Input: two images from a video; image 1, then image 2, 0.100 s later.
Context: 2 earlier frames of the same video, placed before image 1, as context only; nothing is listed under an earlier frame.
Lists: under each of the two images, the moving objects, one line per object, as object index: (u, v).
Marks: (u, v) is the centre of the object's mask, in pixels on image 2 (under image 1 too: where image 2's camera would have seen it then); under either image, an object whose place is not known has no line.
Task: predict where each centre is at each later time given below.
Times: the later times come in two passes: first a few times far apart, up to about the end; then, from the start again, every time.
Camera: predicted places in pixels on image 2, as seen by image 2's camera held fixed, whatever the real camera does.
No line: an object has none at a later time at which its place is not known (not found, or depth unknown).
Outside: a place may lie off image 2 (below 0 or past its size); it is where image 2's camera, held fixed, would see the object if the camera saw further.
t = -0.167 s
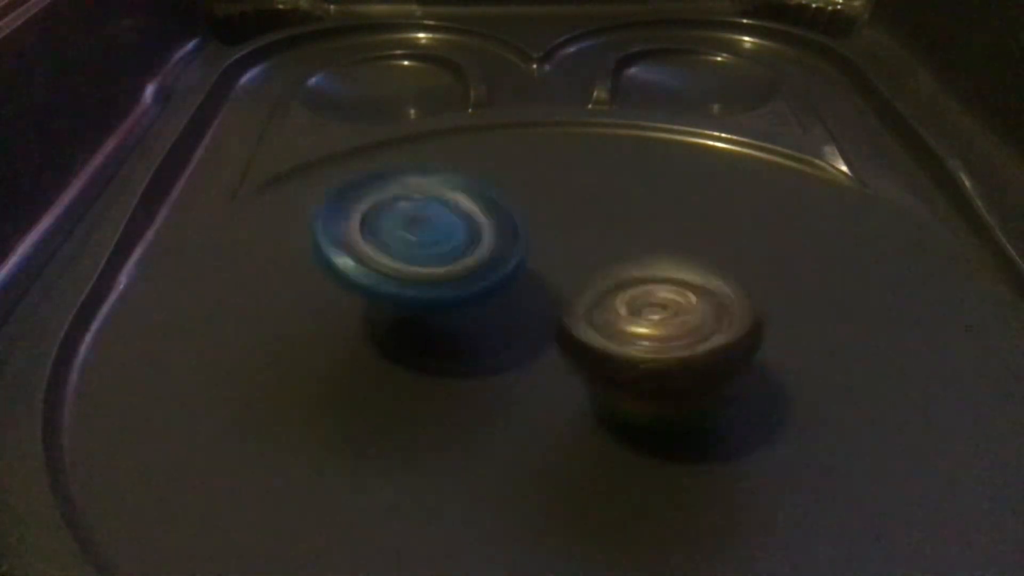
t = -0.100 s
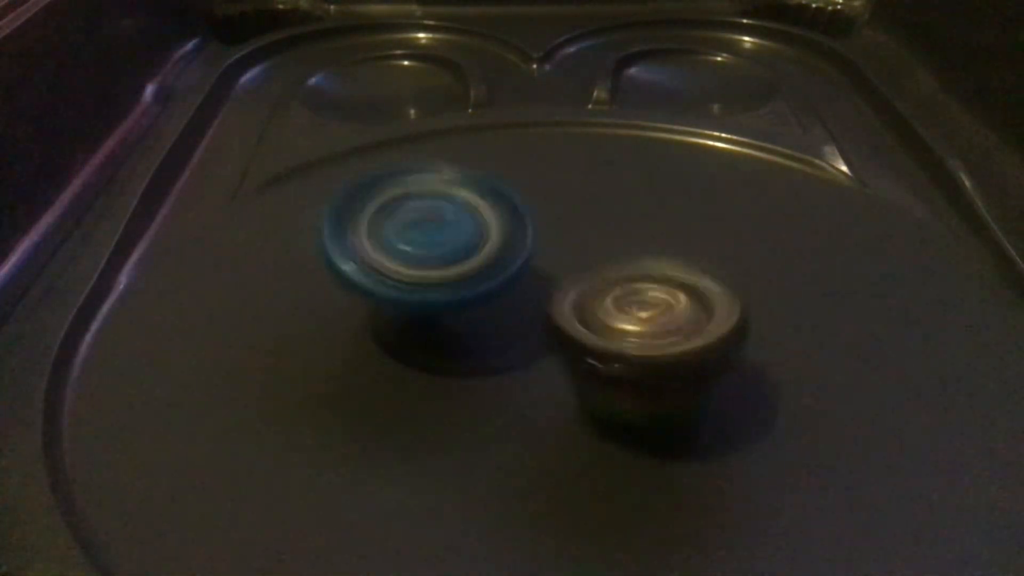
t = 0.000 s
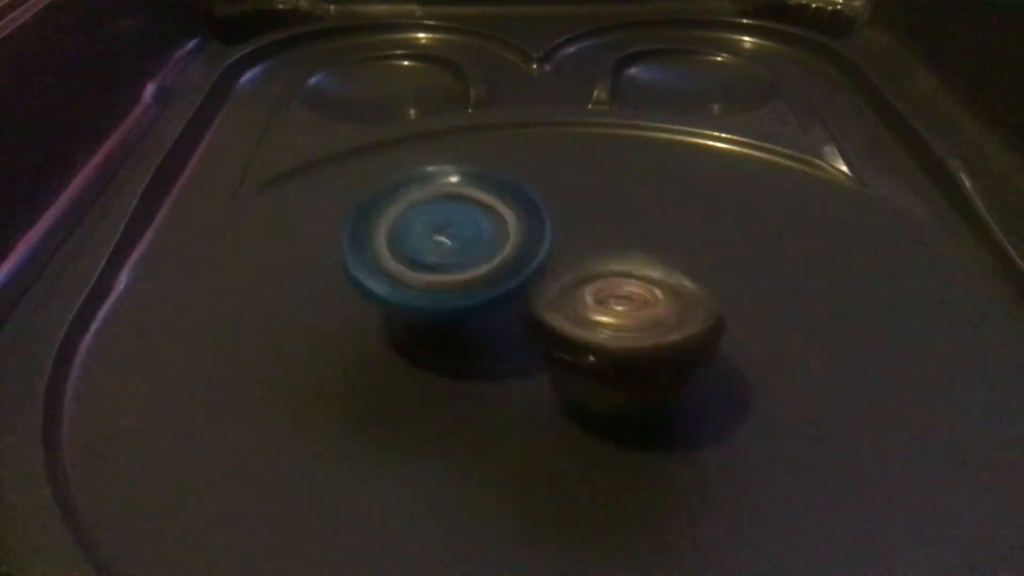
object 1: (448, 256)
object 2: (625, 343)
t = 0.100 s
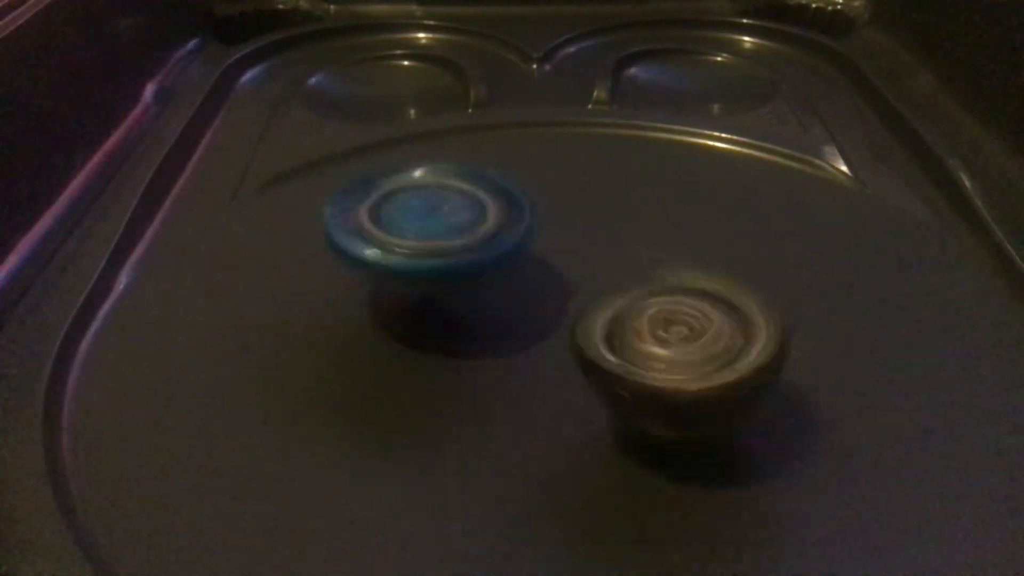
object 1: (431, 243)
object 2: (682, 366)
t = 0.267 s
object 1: (429, 239)
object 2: (703, 373)
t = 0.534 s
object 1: (439, 268)
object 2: (627, 359)
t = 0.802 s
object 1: (369, 220)
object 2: (744, 417)
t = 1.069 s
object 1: (388, 219)
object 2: (688, 413)
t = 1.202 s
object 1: (403, 243)
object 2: (659, 371)
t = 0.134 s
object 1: (429, 242)
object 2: (695, 371)
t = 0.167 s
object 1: (433, 243)
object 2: (701, 374)
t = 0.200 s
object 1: (432, 244)
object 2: (703, 373)
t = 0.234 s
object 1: (433, 244)
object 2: (704, 374)
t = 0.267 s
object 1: (429, 239)
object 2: (703, 373)
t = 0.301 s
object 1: (432, 241)
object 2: (698, 373)
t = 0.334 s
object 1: (435, 246)
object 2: (690, 375)
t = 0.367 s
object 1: (434, 249)
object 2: (681, 375)
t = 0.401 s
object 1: (436, 251)
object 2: (672, 375)
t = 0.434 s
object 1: (438, 254)
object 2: (661, 371)
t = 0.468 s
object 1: (438, 258)
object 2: (652, 370)
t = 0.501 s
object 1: (439, 262)
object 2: (639, 365)
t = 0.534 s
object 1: (439, 268)
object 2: (627, 359)
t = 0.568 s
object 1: (440, 271)
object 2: (618, 356)
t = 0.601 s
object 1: (438, 275)
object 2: (617, 355)
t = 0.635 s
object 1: (415, 262)
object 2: (658, 371)
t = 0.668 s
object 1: (386, 244)
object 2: (693, 390)
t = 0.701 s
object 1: (375, 231)
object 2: (718, 400)
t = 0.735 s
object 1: (371, 224)
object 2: (732, 412)
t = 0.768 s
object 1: (368, 223)
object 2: (739, 414)
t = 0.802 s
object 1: (369, 220)
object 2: (744, 417)
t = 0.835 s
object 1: (365, 218)
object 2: (742, 420)
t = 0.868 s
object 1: (366, 216)
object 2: (742, 423)
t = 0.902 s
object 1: (364, 206)
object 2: (735, 424)
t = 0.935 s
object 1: (369, 214)
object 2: (731, 428)
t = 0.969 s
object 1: (374, 214)
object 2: (720, 428)
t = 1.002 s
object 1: (379, 214)
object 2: (710, 426)
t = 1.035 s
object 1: (383, 217)
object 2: (698, 420)
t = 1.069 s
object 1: (388, 219)
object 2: (688, 413)
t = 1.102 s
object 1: (393, 225)
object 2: (681, 405)
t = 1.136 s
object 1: (397, 230)
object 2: (675, 398)
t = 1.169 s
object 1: (400, 236)
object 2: (665, 379)
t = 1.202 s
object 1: (403, 243)
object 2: (659, 371)
